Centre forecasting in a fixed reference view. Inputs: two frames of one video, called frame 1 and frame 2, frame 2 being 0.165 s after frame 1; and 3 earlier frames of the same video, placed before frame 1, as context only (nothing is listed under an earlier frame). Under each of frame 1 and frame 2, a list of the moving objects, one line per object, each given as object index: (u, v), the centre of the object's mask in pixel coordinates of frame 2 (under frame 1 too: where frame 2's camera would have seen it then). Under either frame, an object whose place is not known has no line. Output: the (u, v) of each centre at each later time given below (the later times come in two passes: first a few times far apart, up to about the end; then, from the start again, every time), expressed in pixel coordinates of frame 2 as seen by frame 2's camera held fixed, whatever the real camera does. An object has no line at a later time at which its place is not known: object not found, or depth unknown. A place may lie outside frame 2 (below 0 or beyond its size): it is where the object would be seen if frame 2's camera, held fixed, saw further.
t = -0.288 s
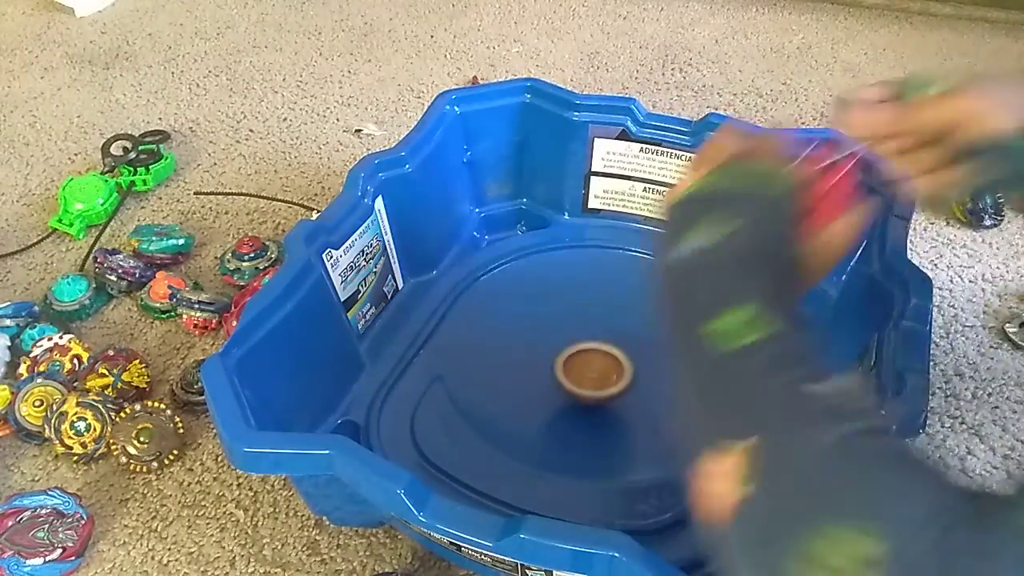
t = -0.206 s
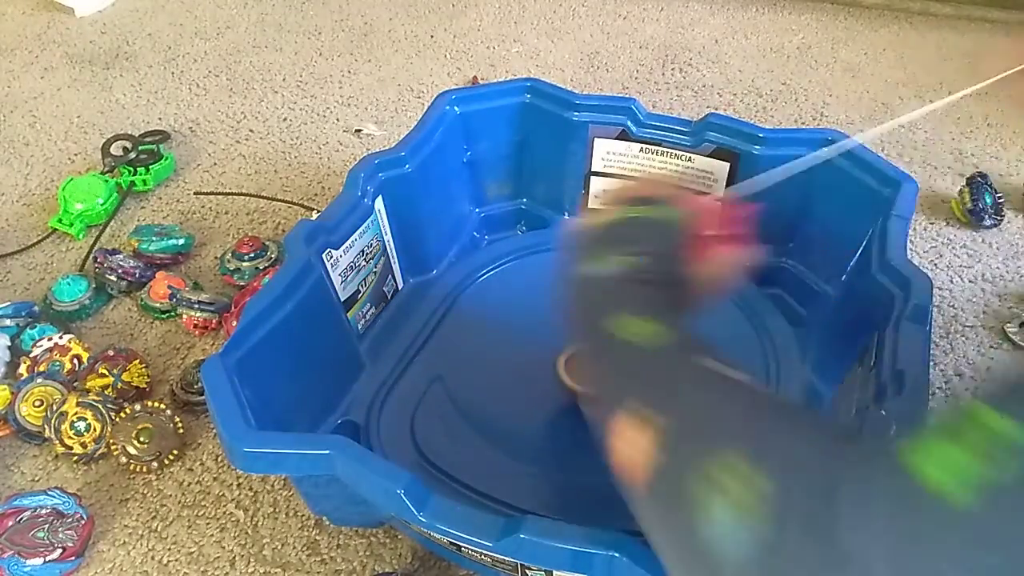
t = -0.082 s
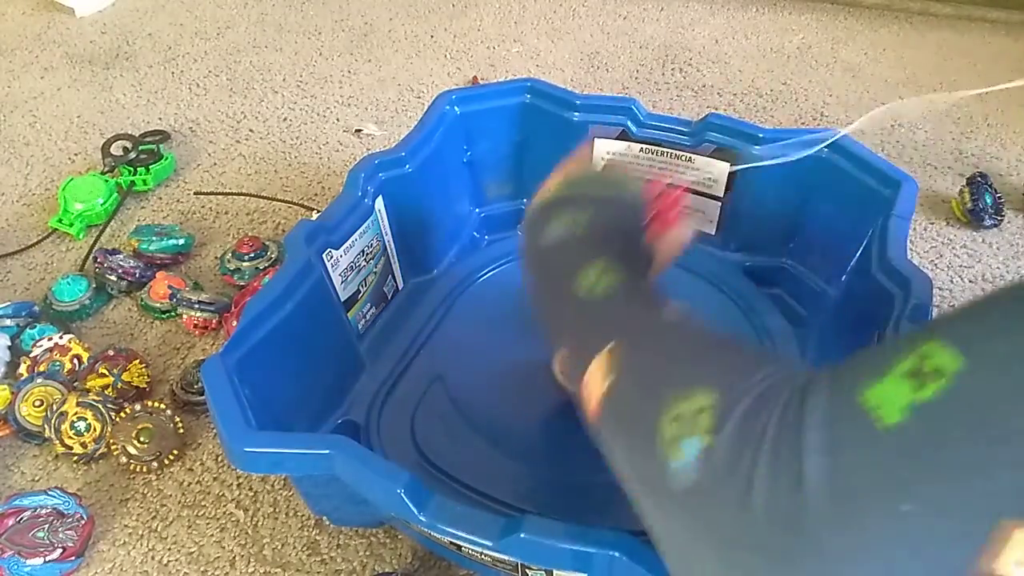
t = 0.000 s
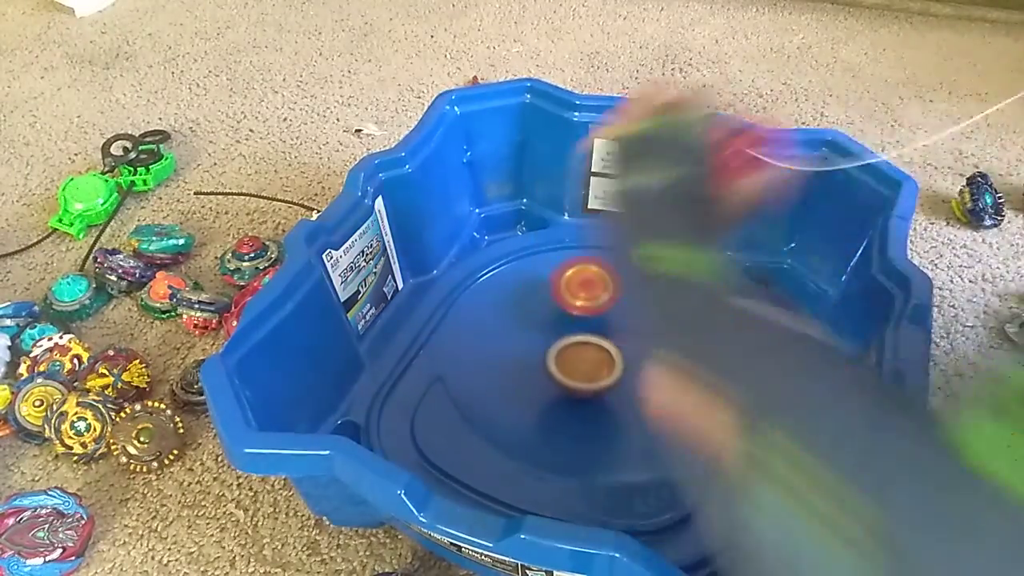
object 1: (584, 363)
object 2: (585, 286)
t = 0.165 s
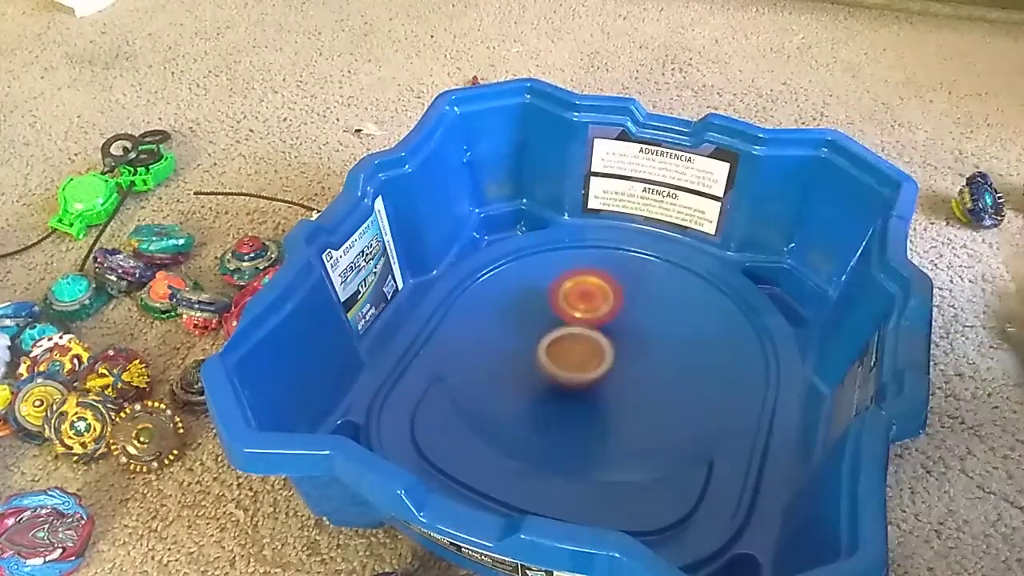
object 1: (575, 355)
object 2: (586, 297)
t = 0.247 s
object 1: (563, 374)
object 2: (599, 295)
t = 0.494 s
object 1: (592, 394)
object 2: (639, 299)
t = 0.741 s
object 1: (615, 370)
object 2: (630, 307)
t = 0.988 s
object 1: (558, 434)
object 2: (612, 242)
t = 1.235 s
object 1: (607, 375)
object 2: (528, 323)
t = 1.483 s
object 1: (638, 334)
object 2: (572, 413)
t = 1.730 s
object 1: (599, 301)
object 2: (744, 378)
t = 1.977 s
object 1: (544, 313)
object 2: (677, 263)
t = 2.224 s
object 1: (569, 354)
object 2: (477, 290)
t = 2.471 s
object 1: (620, 360)
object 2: (434, 413)
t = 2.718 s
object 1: (641, 343)
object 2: (517, 439)
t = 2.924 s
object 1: (632, 334)
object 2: (590, 426)
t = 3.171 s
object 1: (624, 271)
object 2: (656, 390)
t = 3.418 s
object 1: (580, 263)
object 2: (613, 352)
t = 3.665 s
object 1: (569, 291)
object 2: (539, 364)
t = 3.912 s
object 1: (629, 325)
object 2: (571, 380)
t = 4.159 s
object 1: (689, 308)
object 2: (568, 380)
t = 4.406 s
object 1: (665, 307)
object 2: (561, 357)
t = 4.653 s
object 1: (707, 380)
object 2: (493, 328)
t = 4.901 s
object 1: (710, 396)
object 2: (456, 333)
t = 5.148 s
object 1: (628, 373)
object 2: (533, 348)
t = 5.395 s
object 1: (591, 375)
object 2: (579, 300)
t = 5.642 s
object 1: (566, 366)
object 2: (586, 293)
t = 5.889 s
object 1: (558, 341)
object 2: (615, 314)
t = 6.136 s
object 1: (576, 320)
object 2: (654, 331)
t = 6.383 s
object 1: (593, 314)
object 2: (656, 355)
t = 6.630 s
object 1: (604, 323)
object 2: (657, 379)
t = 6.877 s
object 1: (611, 308)
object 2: (616, 388)
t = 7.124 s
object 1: (595, 302)
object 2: (567, 403)
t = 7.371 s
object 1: (584, 316)
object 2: (560, 382)
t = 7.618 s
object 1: (614, 312)
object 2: (540, 355)
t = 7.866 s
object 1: (630, 316)
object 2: (551, 336)
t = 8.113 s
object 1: (646, 339)
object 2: (566, 313)
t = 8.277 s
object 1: (642, 356)
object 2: (583, 314)
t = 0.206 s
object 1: (568, 364)
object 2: (591, 296)
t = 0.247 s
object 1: (563, 374)
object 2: (599, 295)
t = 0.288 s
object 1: (560, 381)
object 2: (608, 296)
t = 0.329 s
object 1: (561, 387)
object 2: (617, 297)
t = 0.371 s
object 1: (566, 392)
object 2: (625, 298)
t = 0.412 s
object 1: (573, 394)
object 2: (631, 299)
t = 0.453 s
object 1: (582, 395)
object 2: (636, 299)
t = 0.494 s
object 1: (592, 394)
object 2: (639, 299)
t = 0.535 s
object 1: (601, 392)
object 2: (640, 298)
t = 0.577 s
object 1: (609, 388)
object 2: (640, 298)
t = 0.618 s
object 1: (615, 382)
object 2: (639, 298)
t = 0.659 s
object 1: (618, 377)
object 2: (637, 298)
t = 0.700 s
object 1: (619, 372)
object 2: (634, 302)
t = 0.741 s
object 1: (615, 370)
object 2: (630, 307)
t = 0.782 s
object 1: (597, 388)
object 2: (635, 293)
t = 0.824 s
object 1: (578, 408)
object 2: (640, 277)
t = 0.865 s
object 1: (564, 424)
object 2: (639, 263)
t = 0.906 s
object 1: (557, 432)
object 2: (633, 252)
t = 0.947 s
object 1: (555, 435)
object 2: (624, 245)
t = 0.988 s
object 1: (558, 434)
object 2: (612, 242)
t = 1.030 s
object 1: (565, 429)
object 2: (596, 245)
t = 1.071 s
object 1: (576, 421)
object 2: (577, 251)
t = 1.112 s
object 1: (589, 411)
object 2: (557, 264)
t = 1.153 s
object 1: (599, 401)
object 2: (542, 281)
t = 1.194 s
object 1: (605, 388)
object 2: (532, 300)
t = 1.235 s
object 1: (607, 375)
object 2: (528, 323)
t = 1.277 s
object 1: (611, 365)
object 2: (528, 345)
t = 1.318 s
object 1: (624, 360)
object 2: (524, 360)
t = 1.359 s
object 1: (634, 355)
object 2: (526, 375)
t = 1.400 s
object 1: (638, 348)
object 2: (534, 389)
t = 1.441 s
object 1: (639, 341)
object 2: (550, 402)
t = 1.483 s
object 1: (638, 334)
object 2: (572, 413)
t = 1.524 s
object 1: (636, 327)
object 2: (601, 421)
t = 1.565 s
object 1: (631, 321)
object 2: (632, 424)
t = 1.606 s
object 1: (624, 314)
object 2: (665, 421)
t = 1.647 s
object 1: (616, 309)
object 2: (698, 412)
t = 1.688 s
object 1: (608, 305)
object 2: (725, 397)
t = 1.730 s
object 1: (599, 301)
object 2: (744, 378)
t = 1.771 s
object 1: (589, 299)
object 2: (754, 356)
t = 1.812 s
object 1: (579, 298)
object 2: (754, 333)
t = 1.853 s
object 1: (569, 299)
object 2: (745, 309)
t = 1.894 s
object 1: (559, 302)
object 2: (727, 289)
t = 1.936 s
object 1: (550, 306)
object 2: (704, 274)
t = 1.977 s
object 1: (544, 313)
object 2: (677, 263)
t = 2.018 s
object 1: (542, 321)
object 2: (642, 255)
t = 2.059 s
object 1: (542, 330)
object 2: (607, 251)
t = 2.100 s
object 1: (546, 338)
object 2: (572, 253)
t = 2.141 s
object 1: (552, 344)
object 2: (537, 261)
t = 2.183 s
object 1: (560, 350)
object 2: (505, 273)
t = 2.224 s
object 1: (569, 354)
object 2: (477, 290)
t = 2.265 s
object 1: (579, 357)
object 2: (456, 311)
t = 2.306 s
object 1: (588, 359)
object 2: (441, 336)
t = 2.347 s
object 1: (597, 360)
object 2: (435, 351)
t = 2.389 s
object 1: (605, 361)
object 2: (435, 369)
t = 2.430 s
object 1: (612, 361)
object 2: (434, 395)
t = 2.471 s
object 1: (620, 360)
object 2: (434, 413)
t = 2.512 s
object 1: (627, 358)
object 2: (438, 425)
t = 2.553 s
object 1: (632, 356)
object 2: (454, 432)
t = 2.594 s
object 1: (636, 353)
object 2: (475, 434)
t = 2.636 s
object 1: (639, 349)
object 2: (493, 435)
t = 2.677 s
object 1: (640, 346)
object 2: (507, 437)
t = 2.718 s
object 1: (641, 343)
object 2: (517, 439)
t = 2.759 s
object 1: (640, 340)
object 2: (525, 439)
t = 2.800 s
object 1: (639, 338)
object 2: (535, 438)
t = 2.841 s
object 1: (637, 336)
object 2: (549, 436)
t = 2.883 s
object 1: (635, 335)
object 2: (568, 435)
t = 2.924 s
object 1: (632, 334)
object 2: (590, 426)
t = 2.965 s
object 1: (628, 334)
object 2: (611, 416)
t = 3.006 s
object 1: (624, 334)
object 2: (630, 403)
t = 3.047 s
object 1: (625, 325)
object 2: (641, 395)
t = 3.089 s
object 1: (627, 302)
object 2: (647, 396)
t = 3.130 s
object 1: (628, 285)
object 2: (652, 394)
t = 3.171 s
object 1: (624, 271)
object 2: (656, 390)
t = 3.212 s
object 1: (618, 262)
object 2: (656, 383)
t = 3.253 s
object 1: (612, 259)
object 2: (652, 375)
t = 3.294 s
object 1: (604, 258)
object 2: (645, 367)
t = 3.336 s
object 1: (595, 259)
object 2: (636, 361)
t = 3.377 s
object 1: (587, 261)
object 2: (625, 355)
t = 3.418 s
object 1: (580, 263)
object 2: (613, 352)
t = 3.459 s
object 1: (574, 266)
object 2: (600, 352)
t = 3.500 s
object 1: (570, 268)
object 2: (584, 355)
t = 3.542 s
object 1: (567, 272)
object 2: (567, 357)
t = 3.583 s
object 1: (566, 277)
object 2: (552, 359)
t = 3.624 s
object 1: (566, 283)
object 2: (544, 360)
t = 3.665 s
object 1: (569, 291)
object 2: (539, 364)
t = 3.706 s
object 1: (574, 298)
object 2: (539, 368)
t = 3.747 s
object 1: (581, 307)
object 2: (543, 373)
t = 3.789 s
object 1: (591, 314)
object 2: (551, 376)
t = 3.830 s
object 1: (600, 320)
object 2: (561, 378)
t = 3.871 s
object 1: (612, 326)
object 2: (571, 378)
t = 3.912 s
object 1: (629, 325)
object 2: (571, 380)
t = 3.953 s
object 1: (651, 322)
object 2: (569, 384)
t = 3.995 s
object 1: (667, 319)
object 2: (569, 385)
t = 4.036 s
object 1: (678, 317)
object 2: (569, 385)
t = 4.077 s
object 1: (684, 314)
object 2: (569, 384)
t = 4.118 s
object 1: (687, 311)
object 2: (569, 382)
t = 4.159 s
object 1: (689, 308)
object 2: (568, 380)
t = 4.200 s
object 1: (689, 305)
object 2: (567, 376)
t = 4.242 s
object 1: (689, 302)
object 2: (566, 373)
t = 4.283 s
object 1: (686, 300)
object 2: (565, 370)
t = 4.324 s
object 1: (681, 300)
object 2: (564, 365)
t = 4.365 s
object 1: (673, 302)
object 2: (562, 362)
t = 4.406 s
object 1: (665, 307)
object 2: (561, 357)
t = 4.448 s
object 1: (655, 314)
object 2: (559, 354)
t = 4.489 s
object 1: (646, 322)
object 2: (558, 350)
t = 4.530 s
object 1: (639, 334)
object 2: (556, 347)
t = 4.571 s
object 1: (661, 350)
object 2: (533, 343)
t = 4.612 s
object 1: (689, 367)
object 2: (510, 335)
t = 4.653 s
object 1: (707, 380)
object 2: (493, 328)
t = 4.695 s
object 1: (720, 389)
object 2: (480, 325)
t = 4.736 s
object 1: (727, 396)
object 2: (469, 323)
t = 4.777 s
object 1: (728, 400)
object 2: (460, 323)
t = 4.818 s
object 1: (725, 400)
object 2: (456, 325)
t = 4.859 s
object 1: (719, 398)
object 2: (454, 329)
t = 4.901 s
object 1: (710, 396)
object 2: (456, 333)
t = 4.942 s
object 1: (700, 394)
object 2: (462, 338)
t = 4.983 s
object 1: (686, 390)
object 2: (472, 343)
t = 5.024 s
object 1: (671, 387)
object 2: (486, 347)
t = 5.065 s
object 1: (657, 383)
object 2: (502, 350)
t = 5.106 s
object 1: (642, 379)
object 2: (517, 350)
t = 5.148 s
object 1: (628, 373)
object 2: (533, 348)
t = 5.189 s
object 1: (616, 369)
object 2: (547, 343)
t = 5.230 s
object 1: (612, 370)
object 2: (554, 333)
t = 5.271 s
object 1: (606, 372)
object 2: (561, 323)
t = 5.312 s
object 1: (602, 373)
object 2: (568, 314)
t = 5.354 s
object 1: (596, 374)
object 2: (575, 306)
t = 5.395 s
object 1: (591, 375)
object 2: (579, 300)
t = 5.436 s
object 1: (586, 374)
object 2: (581, 296)
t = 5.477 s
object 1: (581, 374)
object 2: (581, 294)
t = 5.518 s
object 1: (577, 373)
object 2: (580, 292)
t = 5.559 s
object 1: (573, 371)
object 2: (582, 291)
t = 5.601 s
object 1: (569, 369)
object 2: (584, 291)
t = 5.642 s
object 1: (566, 366)
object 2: (586, 293)
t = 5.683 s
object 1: (563, 363)
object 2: (587, 296)
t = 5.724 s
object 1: (561, 359)
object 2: (588, 300)
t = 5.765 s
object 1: (559, 355)
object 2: (591, 303)
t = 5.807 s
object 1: (558, 350)
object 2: (596, 306)
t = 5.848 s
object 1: (557, 346)
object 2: (605, 309)
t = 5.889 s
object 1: (558, 341)
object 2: (615, 314)
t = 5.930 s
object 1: (559, 336)
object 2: (624, 318)
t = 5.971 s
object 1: (561, 332)
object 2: (633, 321)
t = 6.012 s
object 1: (564, 328)
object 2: (642, 324)
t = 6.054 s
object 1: (568, 324)
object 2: (648, 326)
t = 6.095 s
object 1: (572, 322)
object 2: (652, 329)
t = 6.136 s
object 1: (576, 320)
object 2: (654, 331)
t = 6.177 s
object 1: (581, 319)
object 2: (655, 334)
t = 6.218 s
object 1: (584, 316)
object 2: (656, 338)
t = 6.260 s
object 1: (583, 313)
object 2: (659, 343)
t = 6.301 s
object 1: (585, 312)
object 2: (659, 348)
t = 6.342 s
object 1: (589, 313)
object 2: (658, 352)
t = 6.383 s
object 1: (593, 314)
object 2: (656, 355)
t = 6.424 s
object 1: (597, 316)
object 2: (655, 358)
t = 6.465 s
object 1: (600, 318)
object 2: (655, 362)
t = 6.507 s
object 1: (601, 318)
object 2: (657, 368)
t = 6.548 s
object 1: (602, 320)
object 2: (658, 373)
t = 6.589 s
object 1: (602, 321)
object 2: (659, 377)
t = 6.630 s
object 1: (604, 323)
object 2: (657, 379)
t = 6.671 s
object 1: (608, 325)
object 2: (654, 380)
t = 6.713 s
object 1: (609, 328)
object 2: (650, 380)
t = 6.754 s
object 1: (610, 325)
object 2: (643, 381)
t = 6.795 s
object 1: (612, 318)
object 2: (635, 384)
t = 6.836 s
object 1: (612, 312)
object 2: (626, 386)
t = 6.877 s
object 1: (611, 308)
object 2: (616, 388)
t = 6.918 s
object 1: (608, 306)
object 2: (606, 391)
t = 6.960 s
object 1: (605, 303)
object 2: (596, 394)
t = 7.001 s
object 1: (603, 302)
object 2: (588, 397)
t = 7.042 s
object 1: (600, 302)
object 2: (580, 400)
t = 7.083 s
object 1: (598, 301)
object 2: (573, 402)
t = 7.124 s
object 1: (595, 302)
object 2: (567, 403)
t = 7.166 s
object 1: (594, 303)
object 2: (564, 404)
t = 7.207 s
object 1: (592, 305)
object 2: (563, 403)
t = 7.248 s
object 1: (590, 307)
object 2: (562, 400)
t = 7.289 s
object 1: (587, 309)
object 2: (562, 395)
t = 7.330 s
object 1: (585, 312)
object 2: (561, 389)
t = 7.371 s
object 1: (584, 316)
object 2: (560, 382)
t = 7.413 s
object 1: (583, 319)
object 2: (559, 374)
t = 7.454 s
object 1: (589, 320)
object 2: (555, 370)
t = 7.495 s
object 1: (597, 318)
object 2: (548, 366)
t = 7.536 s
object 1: (603, 316)
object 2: (543, 363)
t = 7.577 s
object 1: (608, 314)
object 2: (540, 359)
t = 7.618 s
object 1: (614, 312)
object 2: (540, 355)
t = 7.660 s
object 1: (618, 312)
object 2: (540, 351)
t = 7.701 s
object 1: (622, 311)
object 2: (542, 347)
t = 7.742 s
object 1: (624, 311)
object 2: (543, 344)
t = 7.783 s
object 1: (627, 313)
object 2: (544, 342)
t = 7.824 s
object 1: (629, 314)
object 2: (546, 340)
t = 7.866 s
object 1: (630, 316)
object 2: (551, 336)
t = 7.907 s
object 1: (631, 319)
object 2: (555, 333)
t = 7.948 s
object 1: (632, 323)
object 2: (559, 328)
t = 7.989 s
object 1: (638, 328)
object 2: (559, 323)
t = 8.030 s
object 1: (643, 332)
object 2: (561, 318)
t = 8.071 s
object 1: (646, 336)
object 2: (563, 315)
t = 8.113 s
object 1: (646, 339)
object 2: (566, 313)
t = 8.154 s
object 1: (647, 344)
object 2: (570, 312)
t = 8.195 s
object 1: (646, 349)
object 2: (574, 312)
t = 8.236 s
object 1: (645, 353)
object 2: (578, 313)
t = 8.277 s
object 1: (642, 356)
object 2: (583, 314)
